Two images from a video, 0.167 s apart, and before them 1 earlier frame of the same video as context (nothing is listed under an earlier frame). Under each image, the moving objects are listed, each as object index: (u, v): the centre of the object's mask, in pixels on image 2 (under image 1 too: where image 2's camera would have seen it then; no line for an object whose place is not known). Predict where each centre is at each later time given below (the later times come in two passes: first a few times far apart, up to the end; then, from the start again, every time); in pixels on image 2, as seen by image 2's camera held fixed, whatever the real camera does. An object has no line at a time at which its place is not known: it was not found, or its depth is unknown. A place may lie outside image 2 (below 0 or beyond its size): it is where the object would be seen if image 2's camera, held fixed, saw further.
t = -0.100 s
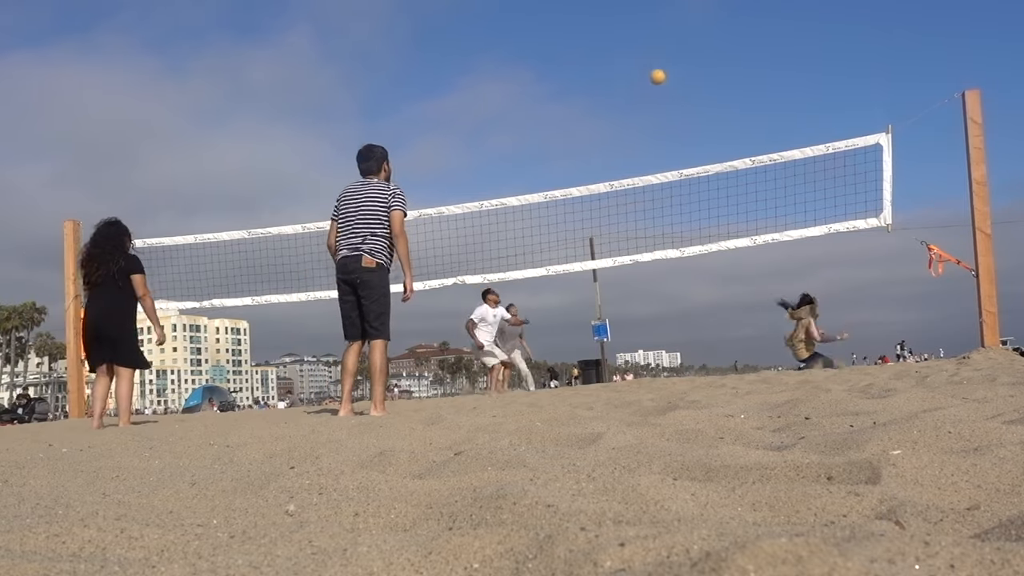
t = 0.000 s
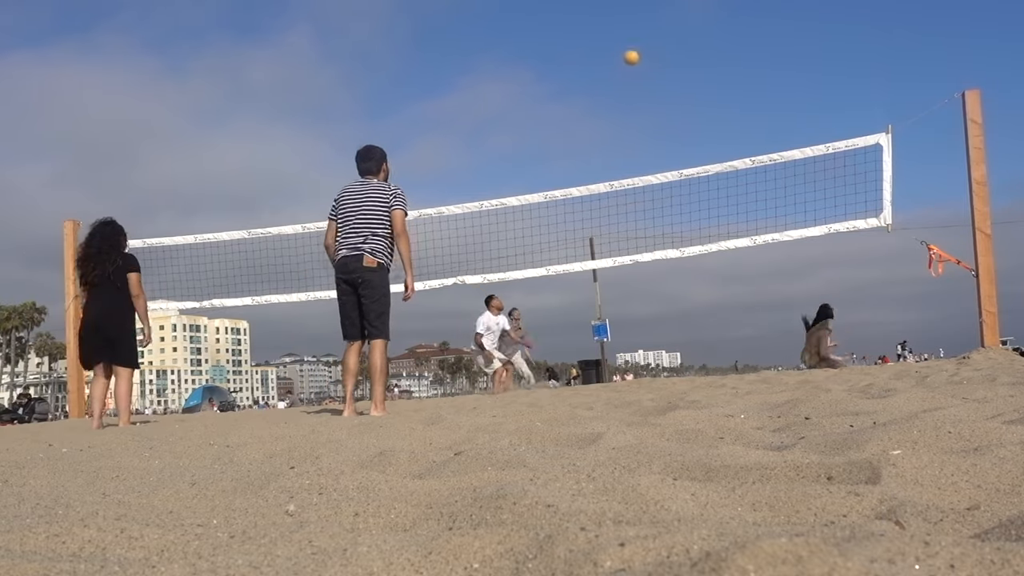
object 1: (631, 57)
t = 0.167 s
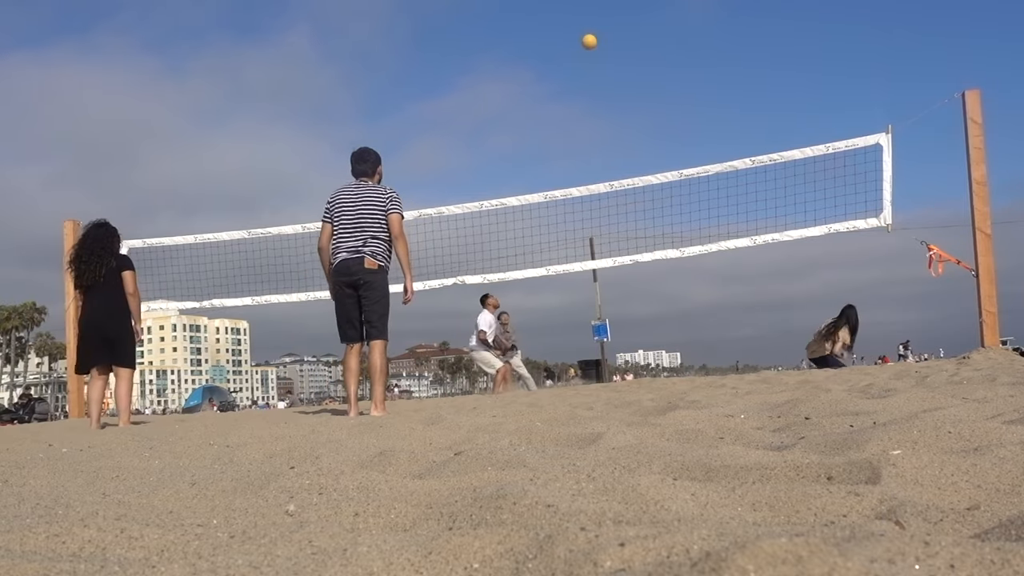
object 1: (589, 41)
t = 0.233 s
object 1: (573, 40)
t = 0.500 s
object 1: (512, 67)
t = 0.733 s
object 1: (462, 129)
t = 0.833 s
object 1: (442, 166)
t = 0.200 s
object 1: (581, 41)
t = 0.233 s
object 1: (573, 40)
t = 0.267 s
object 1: (565, 41)
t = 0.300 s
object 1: (557, 43)
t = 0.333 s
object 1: (549, 45)
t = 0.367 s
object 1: (542, 47)
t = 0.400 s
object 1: (534, 51)
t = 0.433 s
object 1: (527, 55)
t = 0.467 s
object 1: (519, 61)
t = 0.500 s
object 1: (512, 67)
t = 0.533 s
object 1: (504, 74)
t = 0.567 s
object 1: (497, 81)
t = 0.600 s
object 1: (490, 89)
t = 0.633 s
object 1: (483, 98)
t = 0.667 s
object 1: (476, 108)
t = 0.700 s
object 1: (469, 118)
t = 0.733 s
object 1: (462, 129)
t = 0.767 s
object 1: (456, 141)
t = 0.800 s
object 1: (449, 153)
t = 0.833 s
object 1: (442, 166)
